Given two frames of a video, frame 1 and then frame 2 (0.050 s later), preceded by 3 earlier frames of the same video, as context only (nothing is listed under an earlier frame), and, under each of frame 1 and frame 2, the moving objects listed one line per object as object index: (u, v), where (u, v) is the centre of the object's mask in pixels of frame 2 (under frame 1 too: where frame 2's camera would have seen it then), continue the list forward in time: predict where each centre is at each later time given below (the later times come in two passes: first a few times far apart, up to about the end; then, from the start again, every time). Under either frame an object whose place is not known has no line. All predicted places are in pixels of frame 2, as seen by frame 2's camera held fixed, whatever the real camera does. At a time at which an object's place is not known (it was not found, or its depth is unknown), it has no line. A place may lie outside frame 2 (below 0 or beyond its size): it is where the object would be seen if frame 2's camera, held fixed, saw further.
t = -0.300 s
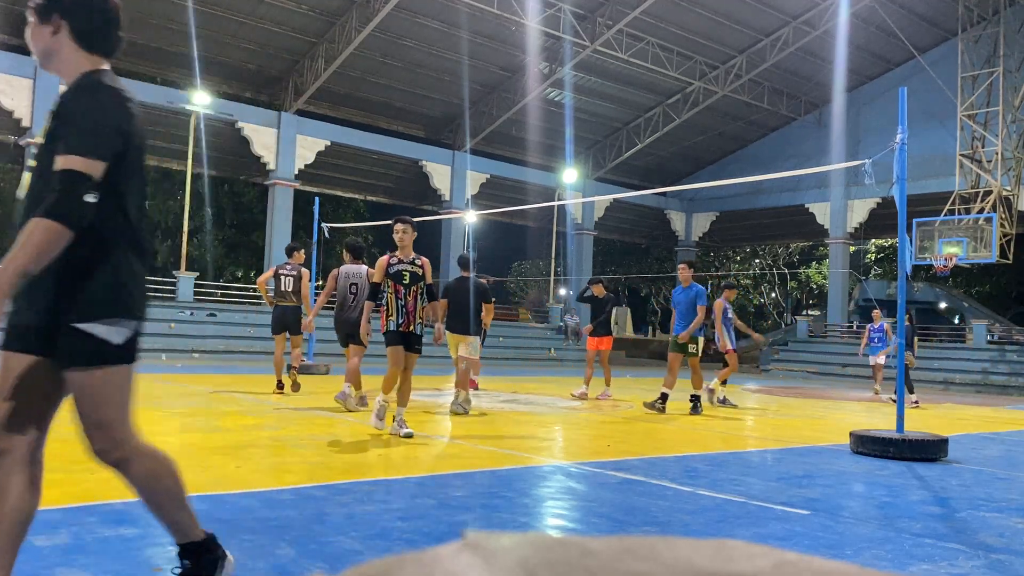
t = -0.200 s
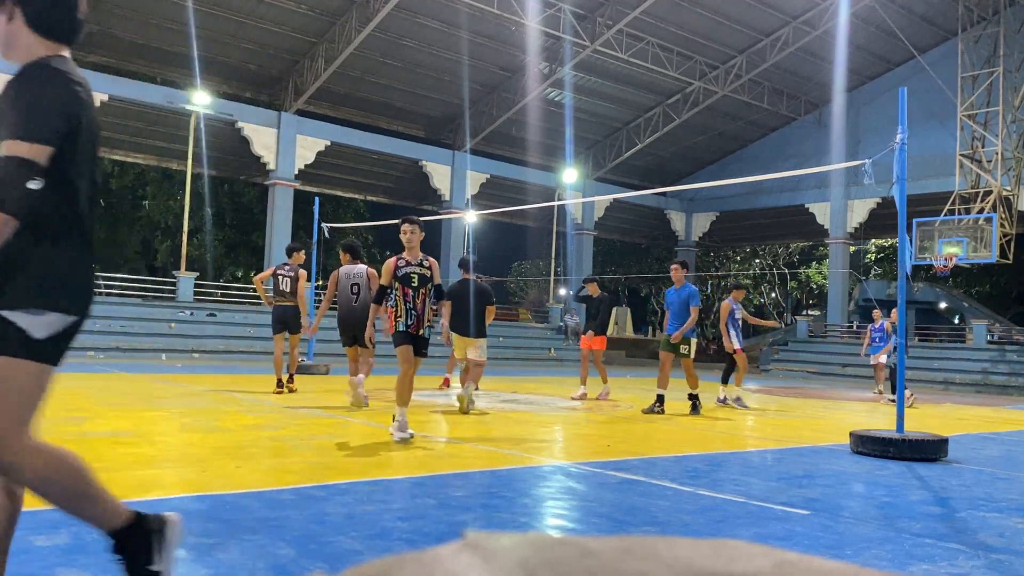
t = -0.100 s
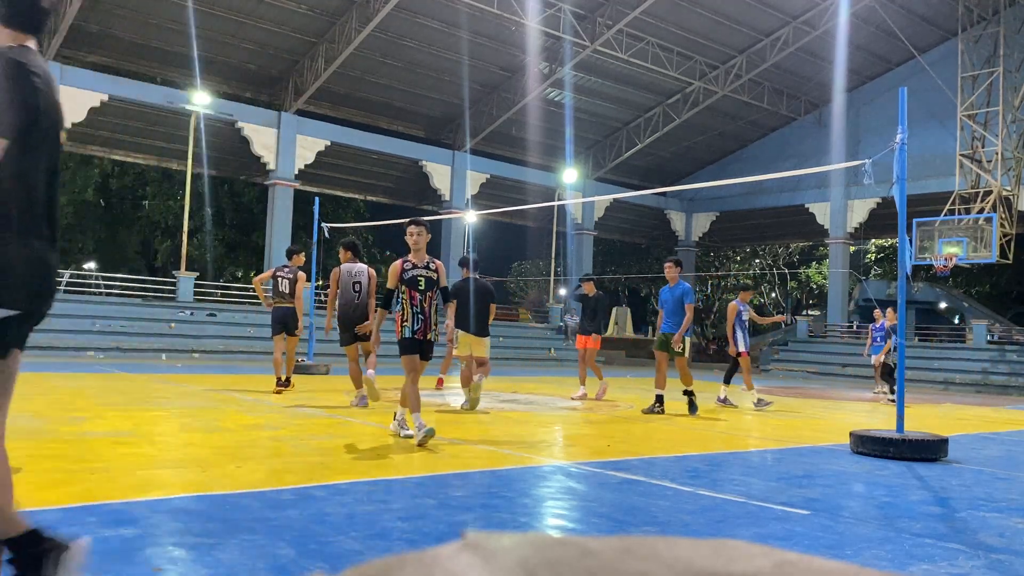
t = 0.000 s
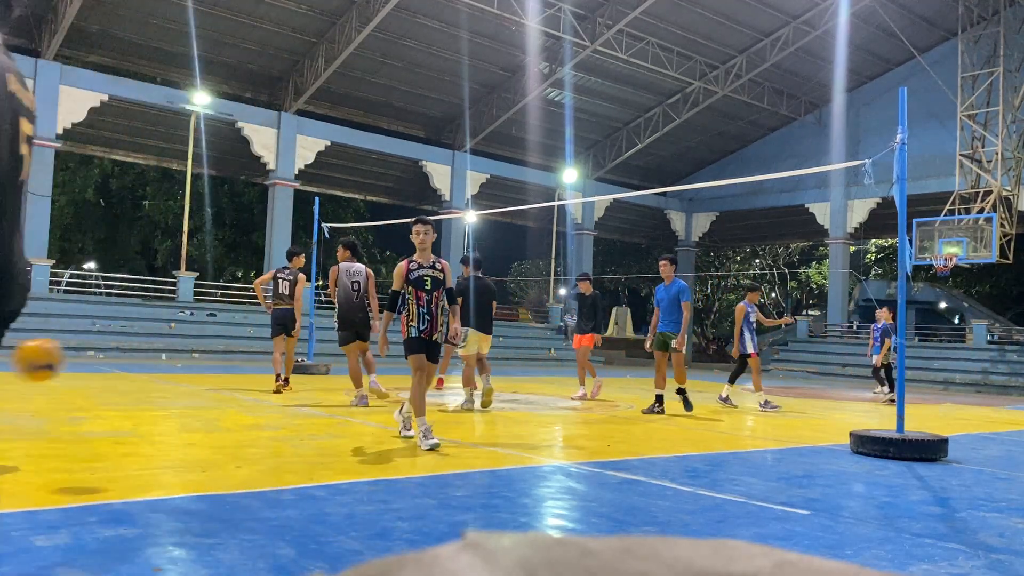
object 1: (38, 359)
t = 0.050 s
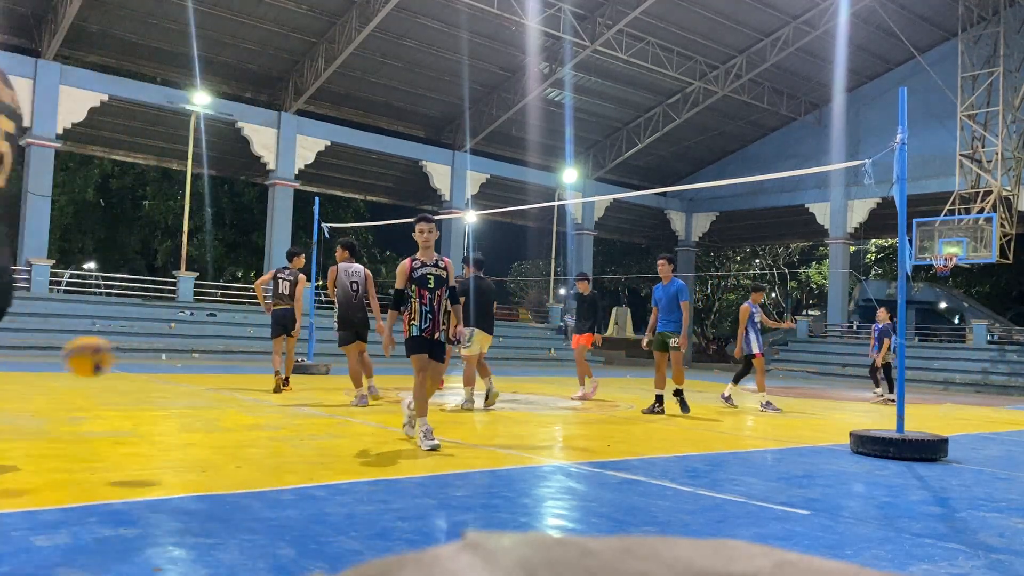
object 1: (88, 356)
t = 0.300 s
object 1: (273, 404)
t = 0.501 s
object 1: (376, 394)
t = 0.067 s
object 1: (104, 357)
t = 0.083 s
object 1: (119, 357)
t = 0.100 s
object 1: (135, 358)
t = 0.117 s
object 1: (148, 360)
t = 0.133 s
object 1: (161, 362)
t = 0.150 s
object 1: (174, 365)
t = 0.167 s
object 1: (186, 368)
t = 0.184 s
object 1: (199, 371)
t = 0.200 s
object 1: (211, 375)
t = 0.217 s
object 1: (222, 379)
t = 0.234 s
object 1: (233, 384)
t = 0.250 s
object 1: (243, 388)
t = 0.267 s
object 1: (254, 394)
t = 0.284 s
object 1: (264, 400)
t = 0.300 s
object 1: (273, 404)
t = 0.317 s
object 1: (284, 411)
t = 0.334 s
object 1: (292, 418)
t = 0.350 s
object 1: (301, 423)
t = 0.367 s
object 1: (309, 430)
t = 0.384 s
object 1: (318, 435)
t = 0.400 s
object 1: (327, 429)
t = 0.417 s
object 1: (336, 420)
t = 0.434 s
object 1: (344, 414)
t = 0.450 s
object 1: (355, 408)
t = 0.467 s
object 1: (361, 403)
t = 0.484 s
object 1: (369, 398)
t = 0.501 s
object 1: (376, 394)
